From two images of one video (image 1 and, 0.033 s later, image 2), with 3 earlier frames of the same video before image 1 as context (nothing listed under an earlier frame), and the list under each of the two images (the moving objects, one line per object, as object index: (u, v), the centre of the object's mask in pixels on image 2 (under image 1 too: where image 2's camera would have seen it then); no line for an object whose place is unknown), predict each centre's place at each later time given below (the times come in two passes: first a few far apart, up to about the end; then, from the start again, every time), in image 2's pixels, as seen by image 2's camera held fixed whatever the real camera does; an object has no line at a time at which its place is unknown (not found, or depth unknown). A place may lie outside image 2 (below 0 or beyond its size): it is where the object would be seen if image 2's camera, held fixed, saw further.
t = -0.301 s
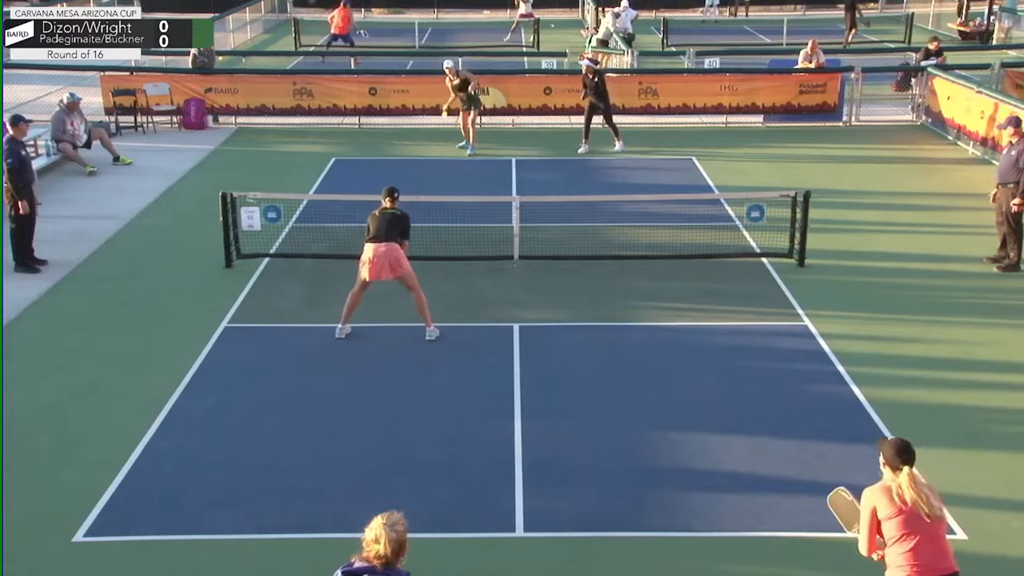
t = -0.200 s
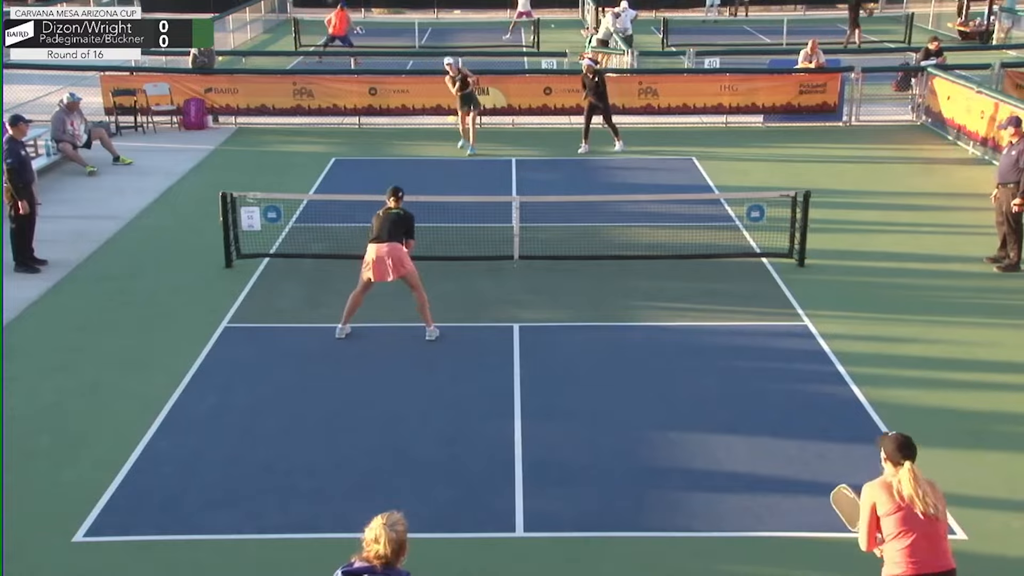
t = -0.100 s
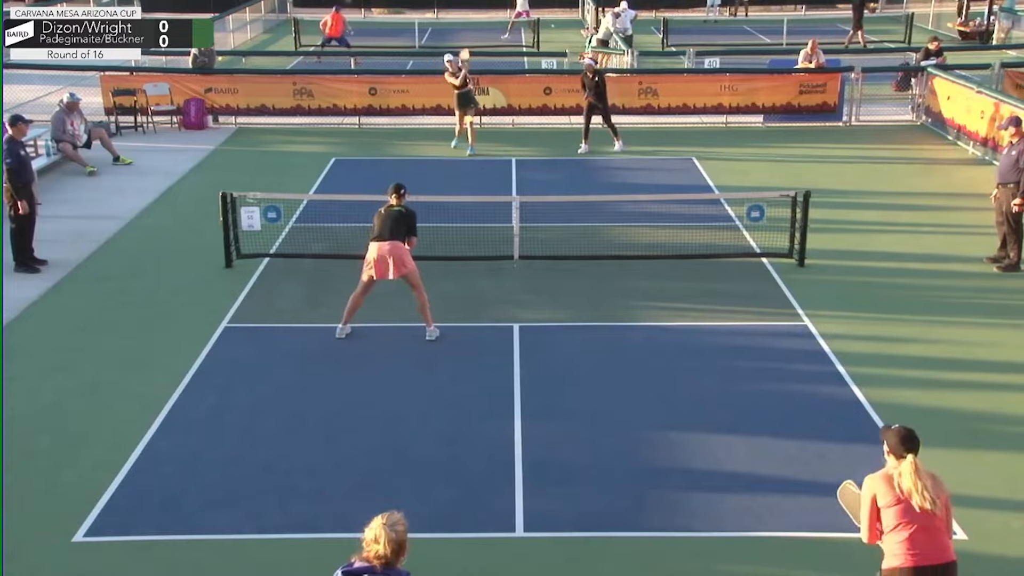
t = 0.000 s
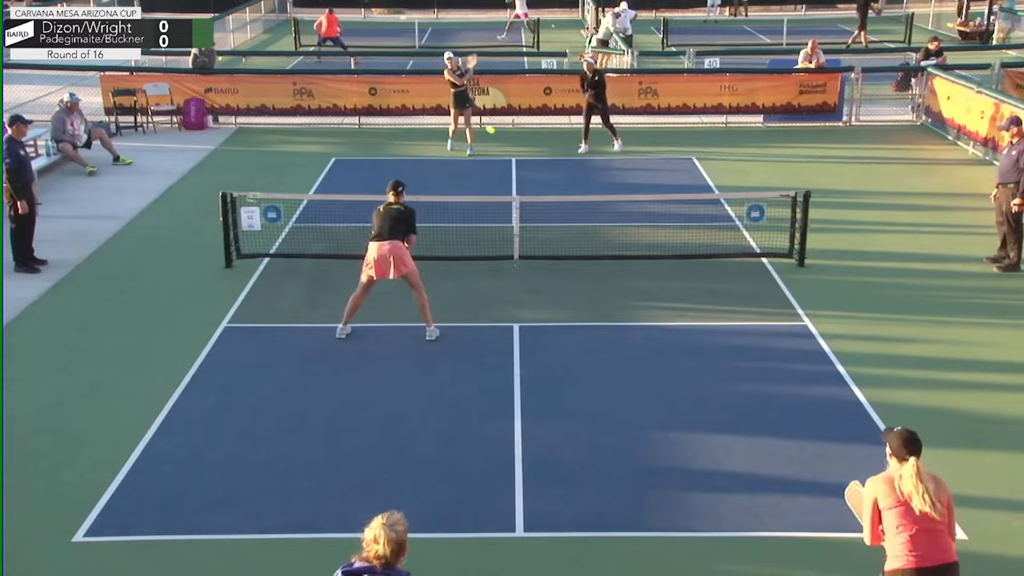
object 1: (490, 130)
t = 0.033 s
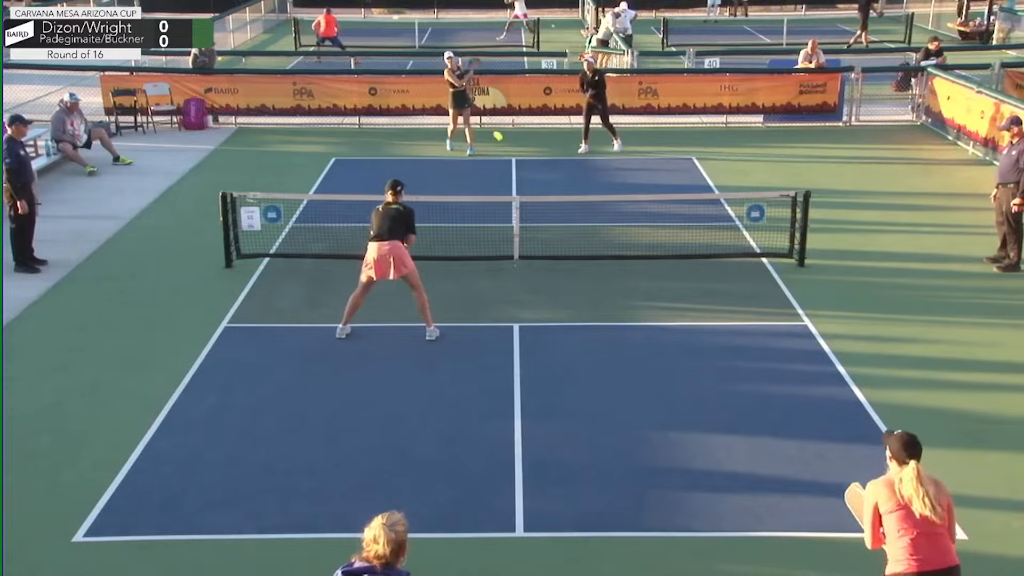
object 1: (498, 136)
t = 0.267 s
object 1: (561, 226)
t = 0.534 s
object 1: (658, 470)
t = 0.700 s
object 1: (715, 480)
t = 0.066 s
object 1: (506, 143)
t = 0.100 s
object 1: (514, 153)
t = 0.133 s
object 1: (523, 164)
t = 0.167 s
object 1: (532, 176)
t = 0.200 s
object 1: (541, 191)
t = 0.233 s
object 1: (551, 207)
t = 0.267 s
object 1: (561, 226)
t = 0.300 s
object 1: (572, 247)
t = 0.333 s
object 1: (583, 271)
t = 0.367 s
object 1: (594, 298)
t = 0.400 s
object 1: (606, 327)
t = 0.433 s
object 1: (618, 359)
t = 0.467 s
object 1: (631, 396)
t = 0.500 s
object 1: (645, 435)
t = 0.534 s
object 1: (658, 470)
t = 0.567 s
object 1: (669, 469)
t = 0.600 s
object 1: (679, 469)
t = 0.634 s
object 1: (691, 471)
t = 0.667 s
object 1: (703, 474)
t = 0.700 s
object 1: (715, 480)
